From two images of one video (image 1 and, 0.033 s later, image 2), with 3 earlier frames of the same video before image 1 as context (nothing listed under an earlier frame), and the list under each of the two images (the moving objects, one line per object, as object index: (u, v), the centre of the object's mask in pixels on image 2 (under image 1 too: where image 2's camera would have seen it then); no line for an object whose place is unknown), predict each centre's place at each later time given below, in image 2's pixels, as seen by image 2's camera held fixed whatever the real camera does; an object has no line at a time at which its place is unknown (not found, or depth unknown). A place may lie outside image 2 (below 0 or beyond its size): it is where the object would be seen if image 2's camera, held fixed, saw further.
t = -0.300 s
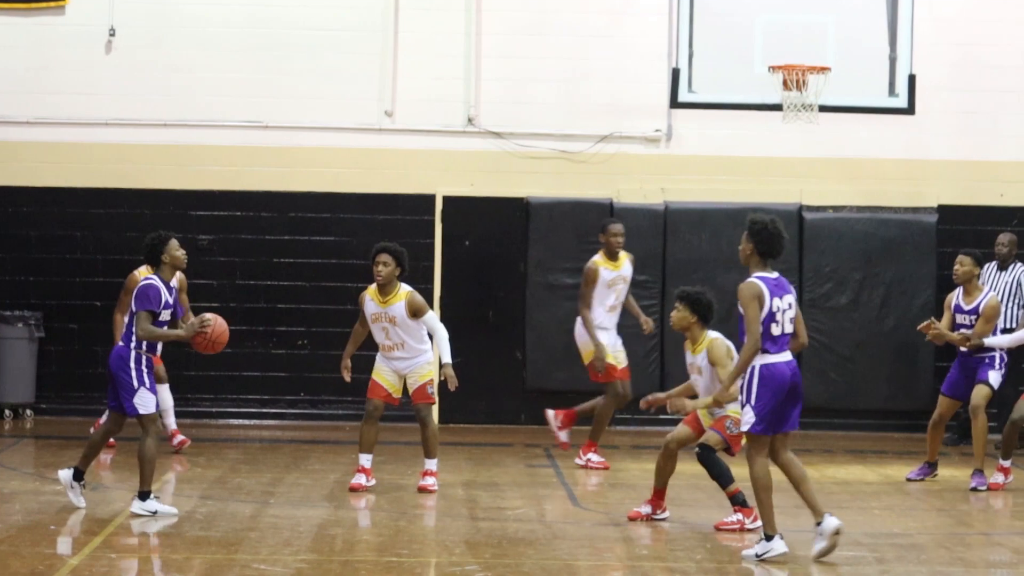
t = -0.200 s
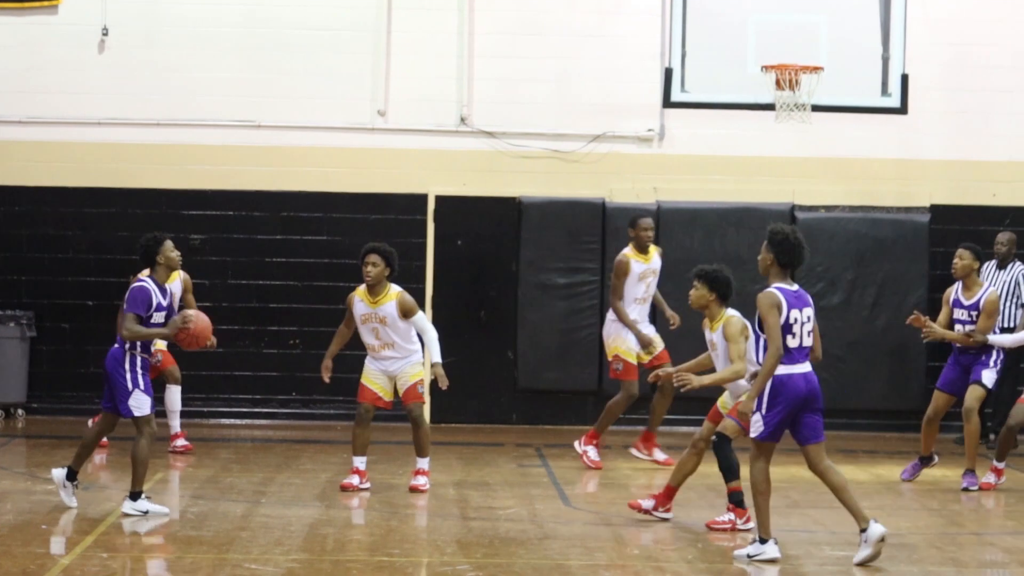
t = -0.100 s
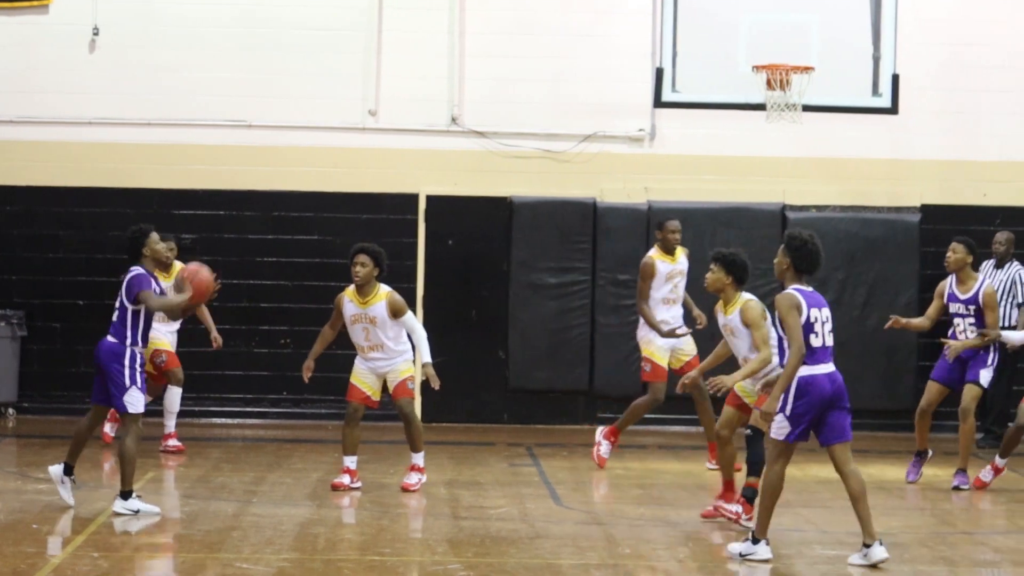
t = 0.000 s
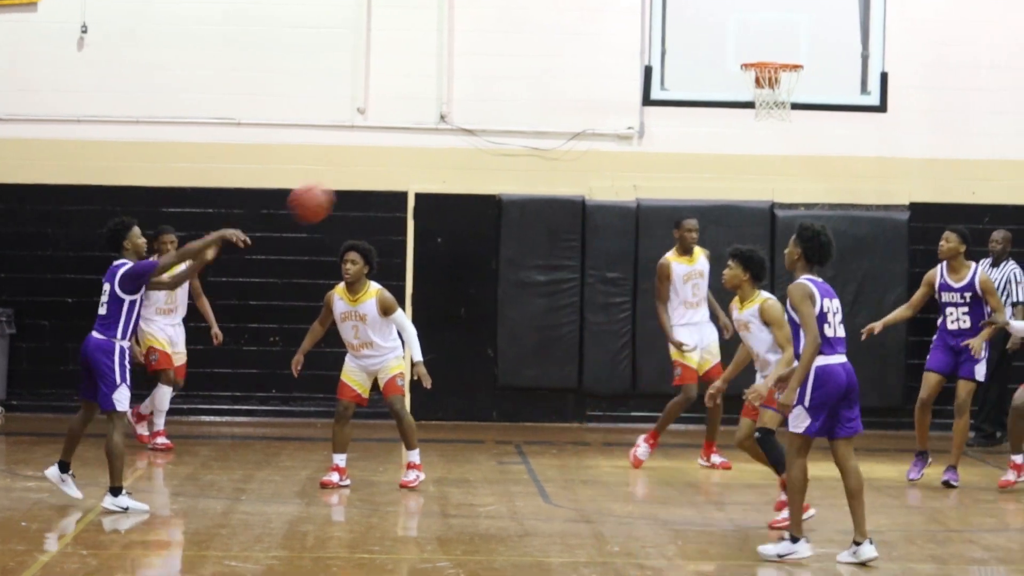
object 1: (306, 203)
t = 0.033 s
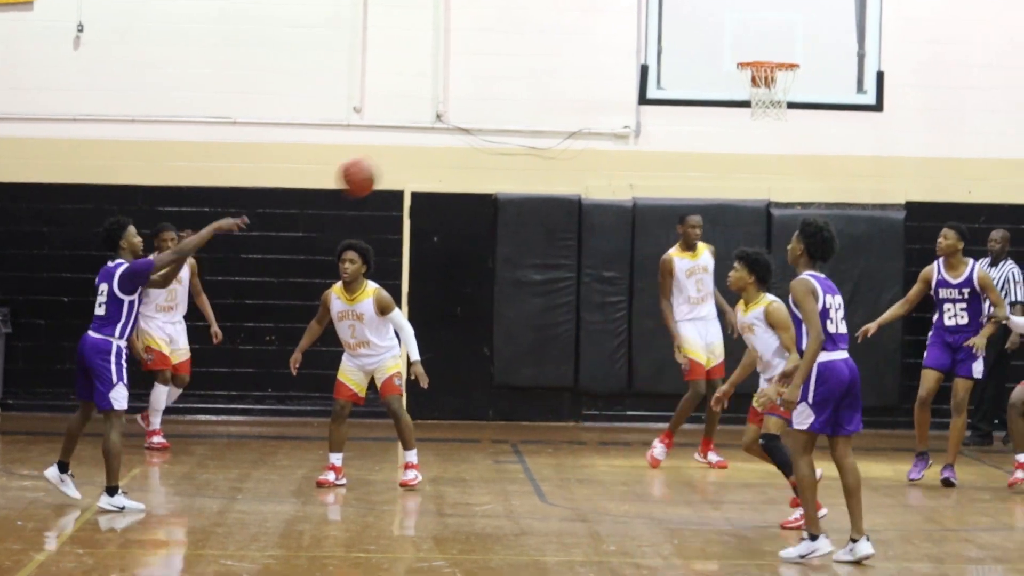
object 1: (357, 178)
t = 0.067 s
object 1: (409, 154)
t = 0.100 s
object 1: (460, 133)
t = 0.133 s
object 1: (510, 113)
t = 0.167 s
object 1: (561, 96)
